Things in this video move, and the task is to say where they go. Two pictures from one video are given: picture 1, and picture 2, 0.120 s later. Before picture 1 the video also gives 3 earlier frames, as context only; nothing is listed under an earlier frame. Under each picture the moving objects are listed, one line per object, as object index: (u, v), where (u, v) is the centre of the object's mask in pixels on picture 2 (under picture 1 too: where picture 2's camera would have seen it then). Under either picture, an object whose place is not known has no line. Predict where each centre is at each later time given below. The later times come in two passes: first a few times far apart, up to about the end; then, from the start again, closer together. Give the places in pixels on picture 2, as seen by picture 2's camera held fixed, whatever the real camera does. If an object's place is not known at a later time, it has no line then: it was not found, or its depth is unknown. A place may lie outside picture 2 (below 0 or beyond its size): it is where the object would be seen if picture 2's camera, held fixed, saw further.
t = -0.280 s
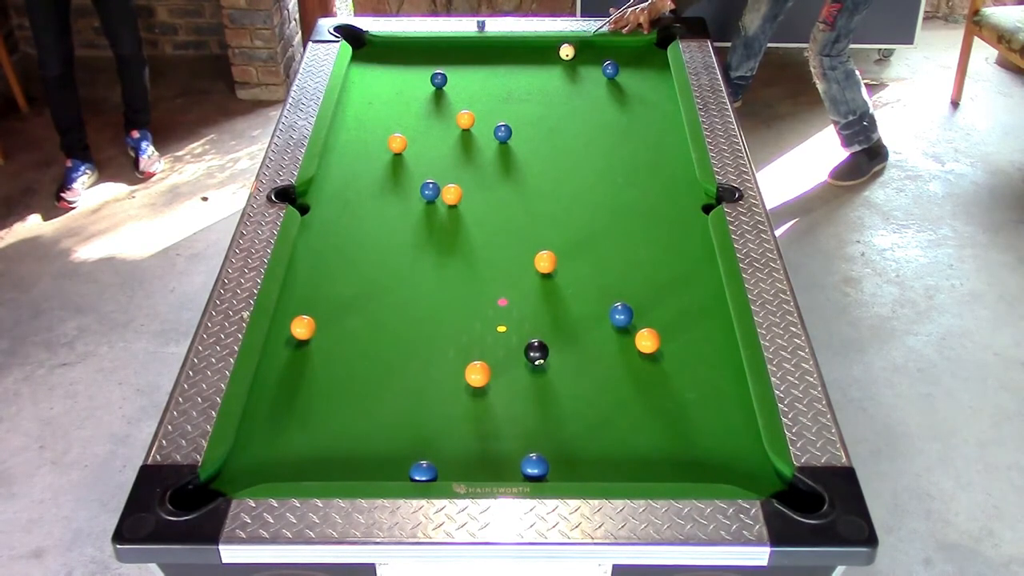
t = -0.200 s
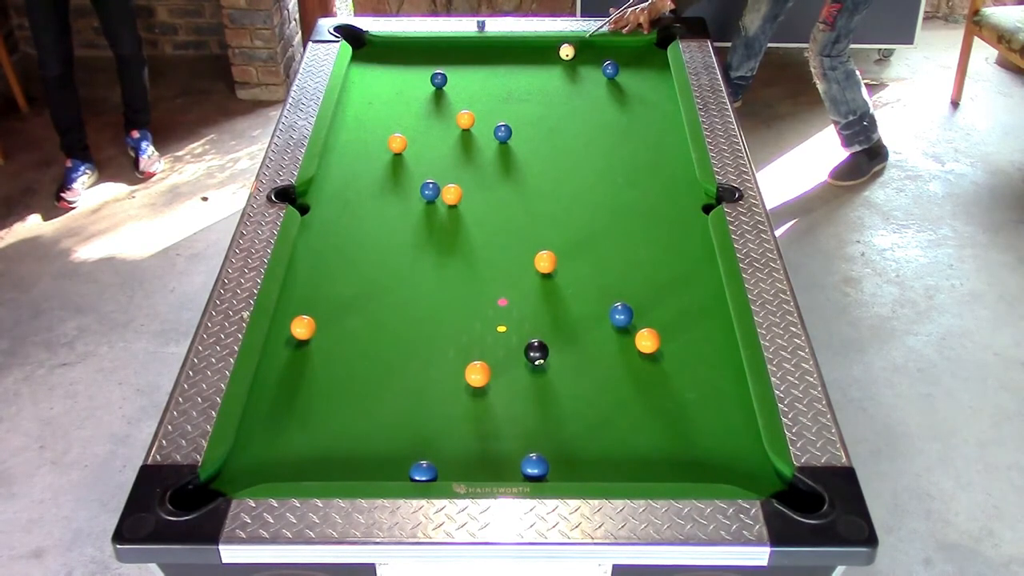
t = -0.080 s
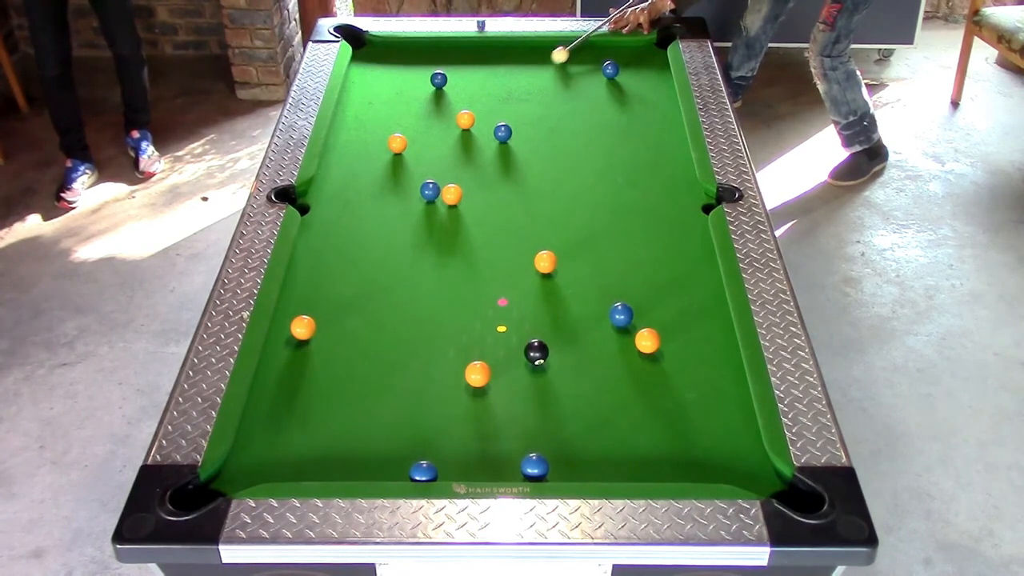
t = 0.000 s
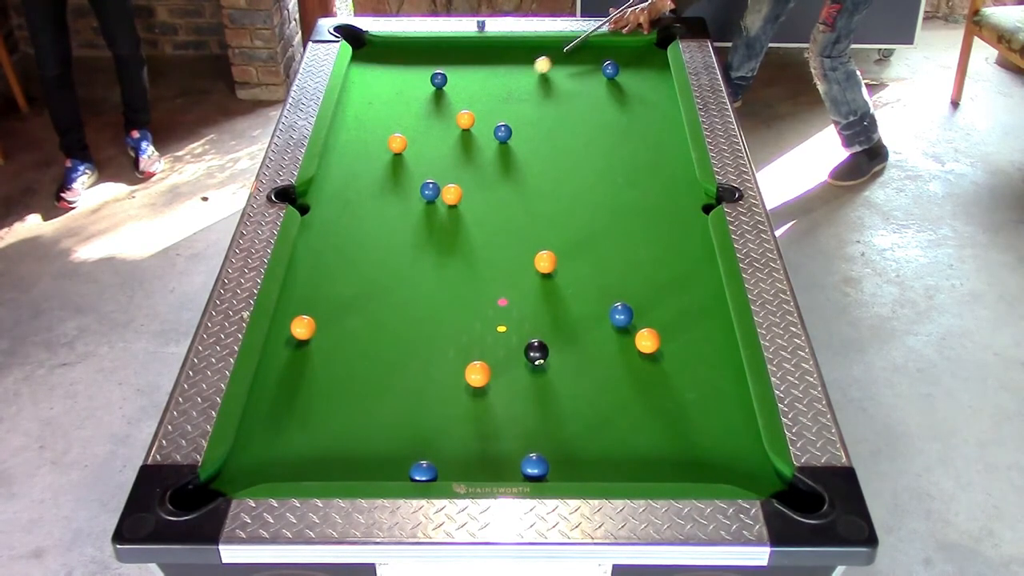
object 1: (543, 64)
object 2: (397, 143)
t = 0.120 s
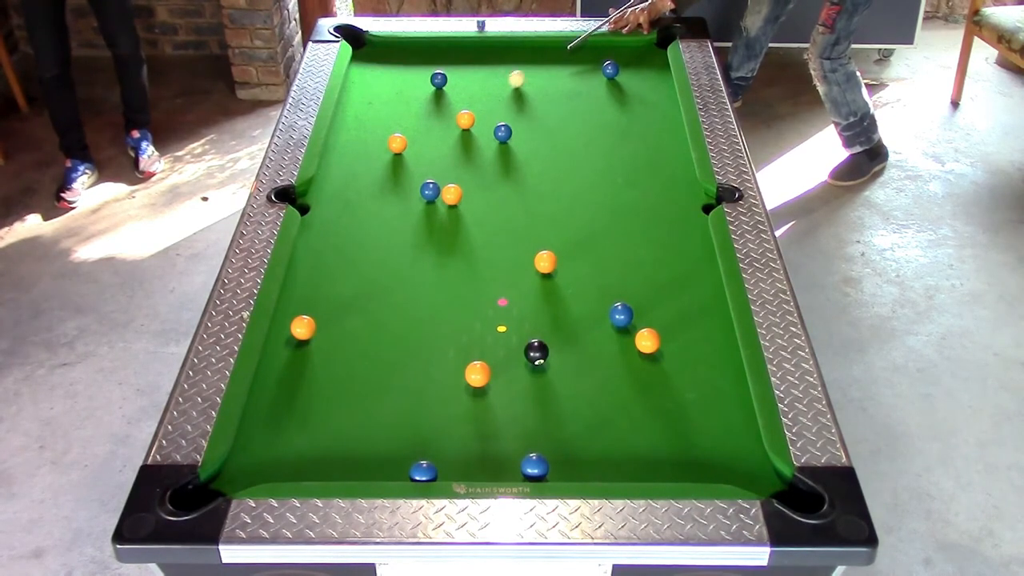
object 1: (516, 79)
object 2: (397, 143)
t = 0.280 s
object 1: (481, 98)
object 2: (397, 143)
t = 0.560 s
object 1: (414, 134)
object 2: (397, 143)
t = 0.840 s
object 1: (403, 140)
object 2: (354, 167)
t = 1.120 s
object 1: (395, 144)
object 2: (312, 189)
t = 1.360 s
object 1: (391, 146)
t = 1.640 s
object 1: (388, 148)
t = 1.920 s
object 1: (387, 148)
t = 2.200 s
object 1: (387, 148)
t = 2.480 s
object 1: (387, 148)
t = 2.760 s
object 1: (387, 148)
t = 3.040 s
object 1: (387, 148)
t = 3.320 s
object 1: (387, 148)
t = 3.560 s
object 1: (387, 148)
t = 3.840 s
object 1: (387, 148)
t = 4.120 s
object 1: (387, 148)
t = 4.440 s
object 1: (387, 148)
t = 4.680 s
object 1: (387, 148)
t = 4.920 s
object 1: (387, 148)
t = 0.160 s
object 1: (507, 84)
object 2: (397, 143)
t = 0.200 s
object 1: (498, 88)
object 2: (397, 143)
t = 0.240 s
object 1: (489, 93)
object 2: (397, 143)
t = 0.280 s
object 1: (481, 98)
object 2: (397, 143)
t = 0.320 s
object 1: (471, 103)
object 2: (397, 143)
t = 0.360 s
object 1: (461, 106)
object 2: (397, 143)
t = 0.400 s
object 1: (452, 113)
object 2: (397, 143)
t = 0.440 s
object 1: (443, 119)
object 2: (397, 143)
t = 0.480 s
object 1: (433, 124)
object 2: (397, 143)
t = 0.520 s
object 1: (424, 129)
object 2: (397, 143)
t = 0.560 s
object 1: (414, 134)
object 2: (397, 143)
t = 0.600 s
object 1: (411, 136)
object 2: (391, 146)
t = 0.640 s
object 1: (410, 137)
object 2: (383, 150)
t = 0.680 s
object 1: (409, 137)
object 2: (377, 154)
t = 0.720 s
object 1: (407, 138)
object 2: (371, 157)
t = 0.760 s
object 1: (406, 139)
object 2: (365, 160)
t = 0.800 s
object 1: (404, 139)
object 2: (359, 163)
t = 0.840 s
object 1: (403, 140)
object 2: (354, 167)
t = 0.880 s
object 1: (402, 141)
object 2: (348, 170)
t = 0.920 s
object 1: (400, 141)
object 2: (342, 173)
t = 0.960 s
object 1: (400, 142)
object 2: (336, 176)
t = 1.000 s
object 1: (398, 143)
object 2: (330, 179)
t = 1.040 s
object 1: (397, 143)
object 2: (324, 183)
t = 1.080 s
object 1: (396, 144)
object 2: (318, 186)
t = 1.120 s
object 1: (395, 144)
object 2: (312, 189)
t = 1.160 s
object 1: (394, 144)
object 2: (306, 192)
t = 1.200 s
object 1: (394, 145)
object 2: (301, 197)
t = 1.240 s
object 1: (393, 145)
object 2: (299, 204)
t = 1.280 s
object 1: (392, 146)
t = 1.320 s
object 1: (391, 146)
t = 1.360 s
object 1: (391, 146)
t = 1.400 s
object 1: (390, 147)
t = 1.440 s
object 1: (390, 147)
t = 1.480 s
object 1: (389, 147)
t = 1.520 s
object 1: (389, 148)
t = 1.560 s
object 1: (388, 148)
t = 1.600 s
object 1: (388, 148)
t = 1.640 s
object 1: (388, 148)
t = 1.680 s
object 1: (388, 148)
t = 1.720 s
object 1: (387, 148)
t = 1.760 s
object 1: (387, 148)
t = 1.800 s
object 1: (387, 148)
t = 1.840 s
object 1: (387, 148)
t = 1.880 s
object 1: (387, 148)
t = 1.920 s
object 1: (387, 148)
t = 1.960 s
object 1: (387, 148)
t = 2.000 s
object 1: (387, 148)
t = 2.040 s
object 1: (387, 148)
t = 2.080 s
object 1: (387, 148)
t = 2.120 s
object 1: (387, 148)
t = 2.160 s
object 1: (387, 148)
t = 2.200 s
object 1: (387, 148)
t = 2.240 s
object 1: (387, 148)
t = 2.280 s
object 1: (387, 148)
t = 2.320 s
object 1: (387, 148)
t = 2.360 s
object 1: (387, 148)
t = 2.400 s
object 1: (387, 148)
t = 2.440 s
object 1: (387, 148)
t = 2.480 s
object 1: (387, 148)
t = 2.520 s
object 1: (387, 148)
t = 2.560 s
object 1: (387, 148)
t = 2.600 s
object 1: (387, 148)
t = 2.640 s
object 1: (387, 148)
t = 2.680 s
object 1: (387, 148)
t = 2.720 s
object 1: (387, 148)
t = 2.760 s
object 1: (387, 148)
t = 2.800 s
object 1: (387, 148)
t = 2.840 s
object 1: (387, 148)
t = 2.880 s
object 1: (387, 148)
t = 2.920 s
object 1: (387, 148)
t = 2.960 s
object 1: (387, 148)
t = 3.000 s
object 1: (387, 148)
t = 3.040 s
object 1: (387, 148)
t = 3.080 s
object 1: (387, 148)
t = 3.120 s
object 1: (387, 148)
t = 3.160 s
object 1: (388, 148)
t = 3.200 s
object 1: (387, 148)
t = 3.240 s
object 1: (387, 148)
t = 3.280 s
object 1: (387, 148)
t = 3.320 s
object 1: (387, 148)
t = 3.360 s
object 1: (387, 148)
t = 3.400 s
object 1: (387, 148)
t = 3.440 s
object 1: (387, 148)
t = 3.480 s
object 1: (387, 148)
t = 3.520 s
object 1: (387, 148)
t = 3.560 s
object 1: (387, 148)
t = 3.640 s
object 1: (387, 148)
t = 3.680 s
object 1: (387, 148)
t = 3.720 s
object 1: (387, 148)
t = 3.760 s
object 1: (388, 148)
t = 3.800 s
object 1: (387, 148)
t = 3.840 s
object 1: (387, 148)
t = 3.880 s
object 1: (387, 148)
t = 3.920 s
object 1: (387, 148)
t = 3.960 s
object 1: (387, 148)
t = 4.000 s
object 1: (387, 148)
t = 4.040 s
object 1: (387, 148)
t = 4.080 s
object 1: (387, 148)
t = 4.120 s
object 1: (387, 148)
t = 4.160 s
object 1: (387, 148)
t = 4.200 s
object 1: (387, 148)
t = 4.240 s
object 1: (387, 148)
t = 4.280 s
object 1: (387, 148)
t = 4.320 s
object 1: (387, 148)
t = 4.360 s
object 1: (387, 148)
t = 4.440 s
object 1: (387, 148)
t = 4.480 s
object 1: (387, 148)
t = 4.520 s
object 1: (387, 148)
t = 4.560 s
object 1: (387, 148)
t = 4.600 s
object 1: (387, 148)
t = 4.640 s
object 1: (387, 148)
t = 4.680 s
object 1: (387, 148)
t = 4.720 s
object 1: (387, 148)
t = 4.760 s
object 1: (387, 148)
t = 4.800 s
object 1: (387, 148)
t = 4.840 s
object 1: (387, 148)
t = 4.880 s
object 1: (387, 148)
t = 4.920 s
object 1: (387, 148)
